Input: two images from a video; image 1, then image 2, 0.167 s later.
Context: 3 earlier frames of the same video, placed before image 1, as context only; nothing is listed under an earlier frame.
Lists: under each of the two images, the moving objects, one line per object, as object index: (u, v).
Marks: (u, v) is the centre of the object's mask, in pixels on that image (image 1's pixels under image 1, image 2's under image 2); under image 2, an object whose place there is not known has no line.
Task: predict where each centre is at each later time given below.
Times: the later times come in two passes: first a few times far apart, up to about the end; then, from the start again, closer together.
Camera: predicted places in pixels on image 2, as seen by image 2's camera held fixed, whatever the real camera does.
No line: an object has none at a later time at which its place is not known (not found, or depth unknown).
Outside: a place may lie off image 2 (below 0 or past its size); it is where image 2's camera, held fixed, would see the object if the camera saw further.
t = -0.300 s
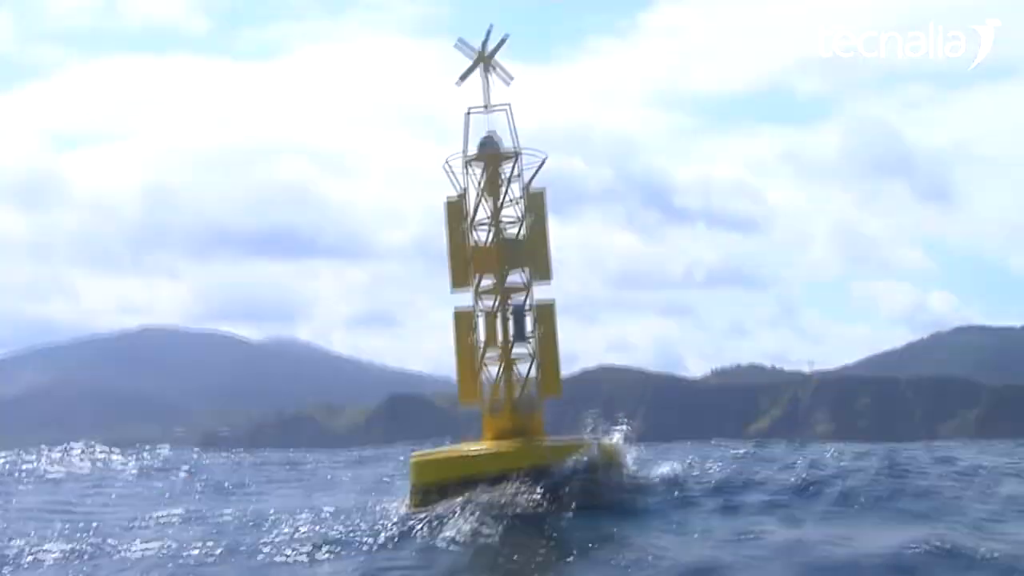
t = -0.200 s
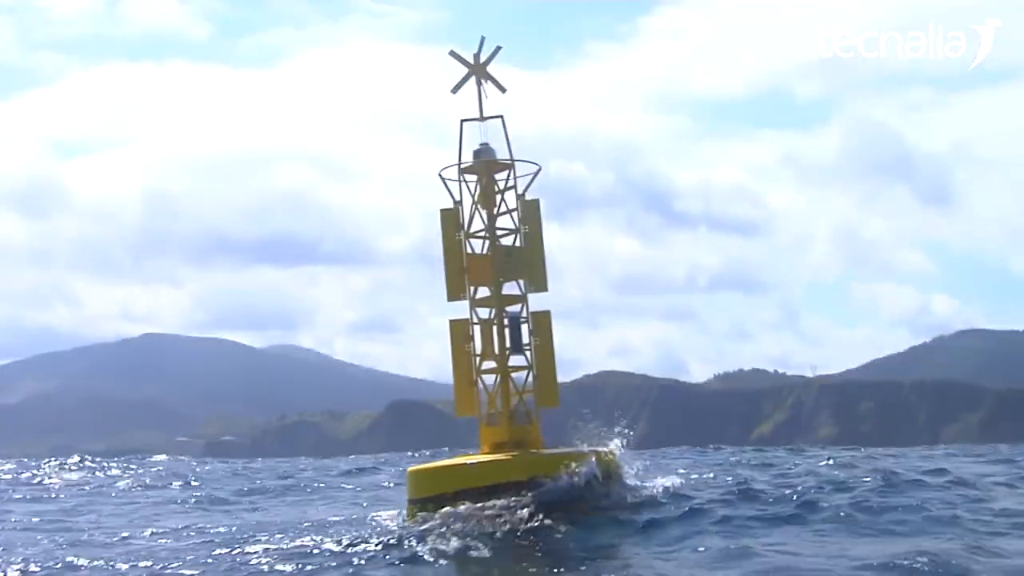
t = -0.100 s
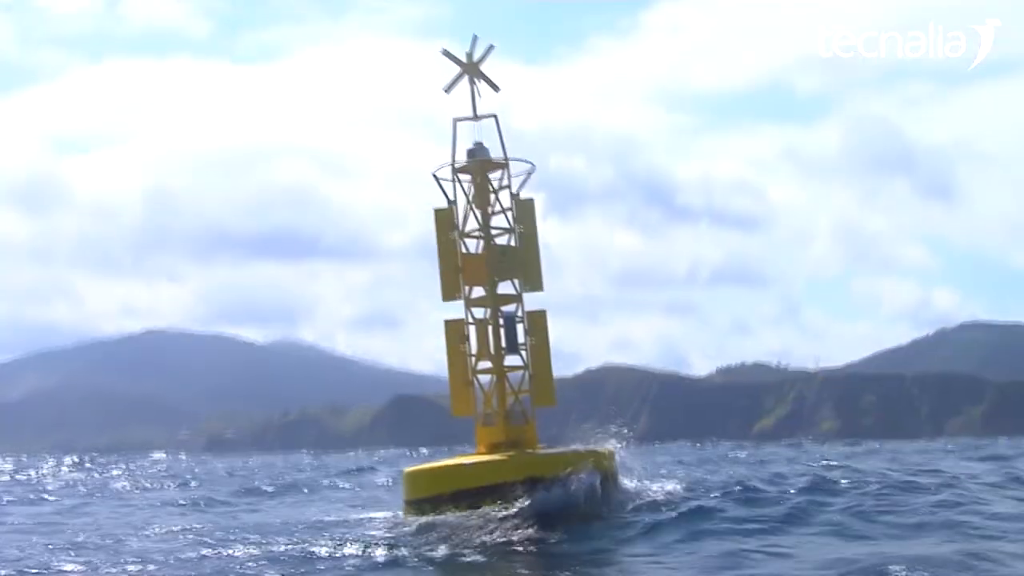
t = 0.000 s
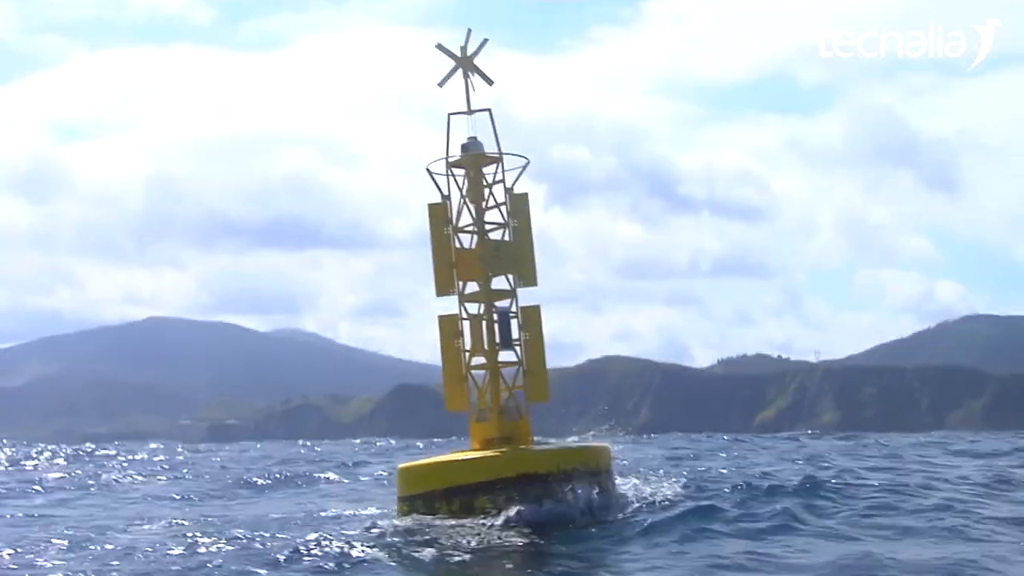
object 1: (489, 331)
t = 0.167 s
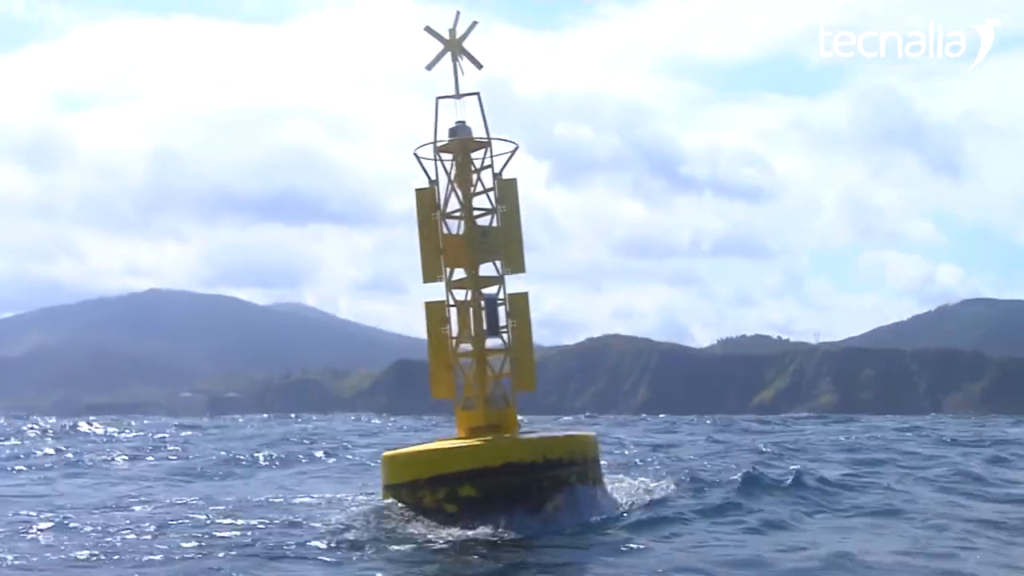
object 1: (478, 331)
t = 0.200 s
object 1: (478, 337)
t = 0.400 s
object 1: (454, 366)
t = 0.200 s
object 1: (478, 337)
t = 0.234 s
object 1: (478, 335)
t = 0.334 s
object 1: (466, 352)
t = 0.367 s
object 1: (455, 361)
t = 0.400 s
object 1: (454, 366)
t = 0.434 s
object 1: (453, 367)
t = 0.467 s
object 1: (453, 369)
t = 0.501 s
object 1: (454, 368)
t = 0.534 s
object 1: (453, 367)
